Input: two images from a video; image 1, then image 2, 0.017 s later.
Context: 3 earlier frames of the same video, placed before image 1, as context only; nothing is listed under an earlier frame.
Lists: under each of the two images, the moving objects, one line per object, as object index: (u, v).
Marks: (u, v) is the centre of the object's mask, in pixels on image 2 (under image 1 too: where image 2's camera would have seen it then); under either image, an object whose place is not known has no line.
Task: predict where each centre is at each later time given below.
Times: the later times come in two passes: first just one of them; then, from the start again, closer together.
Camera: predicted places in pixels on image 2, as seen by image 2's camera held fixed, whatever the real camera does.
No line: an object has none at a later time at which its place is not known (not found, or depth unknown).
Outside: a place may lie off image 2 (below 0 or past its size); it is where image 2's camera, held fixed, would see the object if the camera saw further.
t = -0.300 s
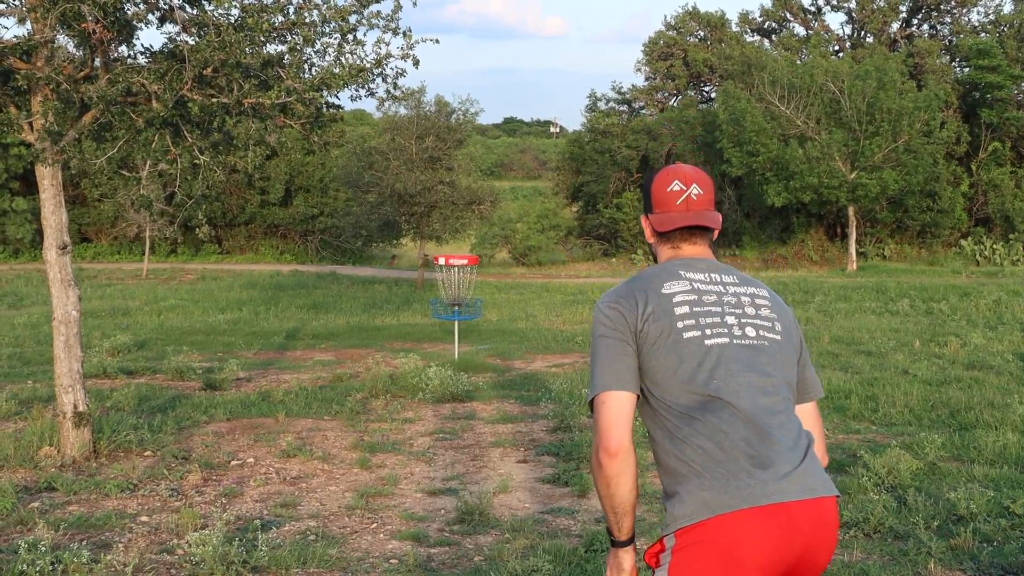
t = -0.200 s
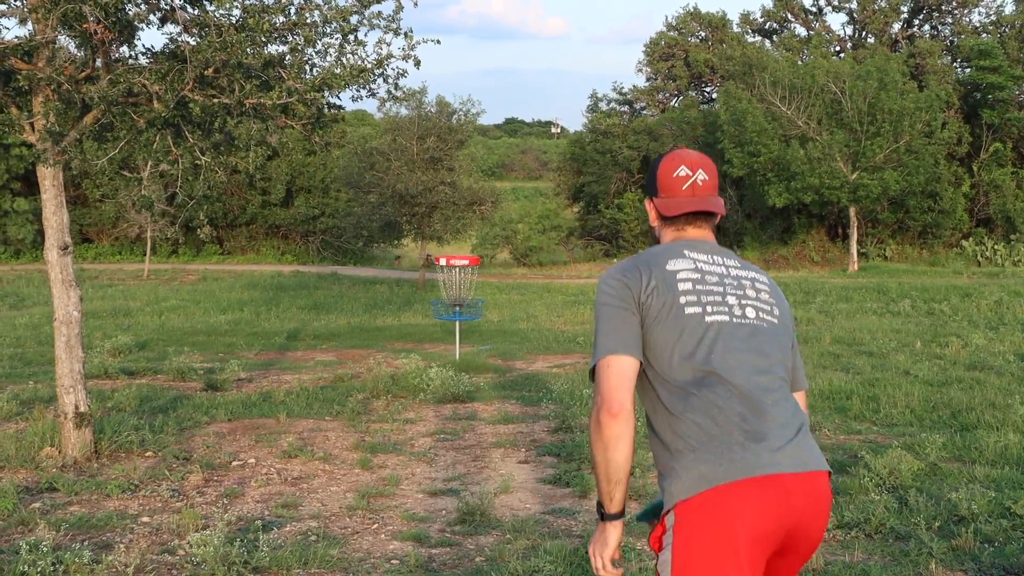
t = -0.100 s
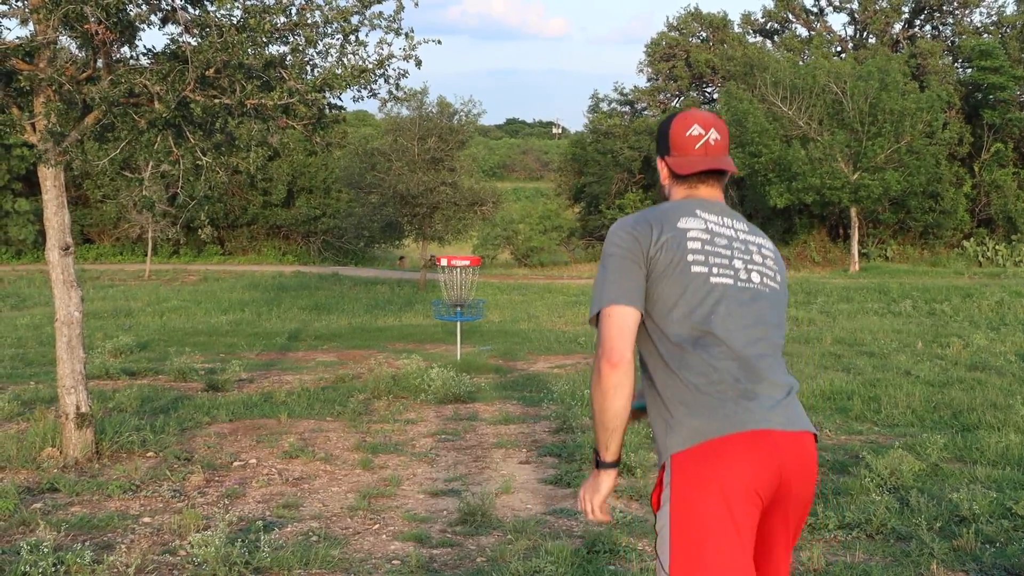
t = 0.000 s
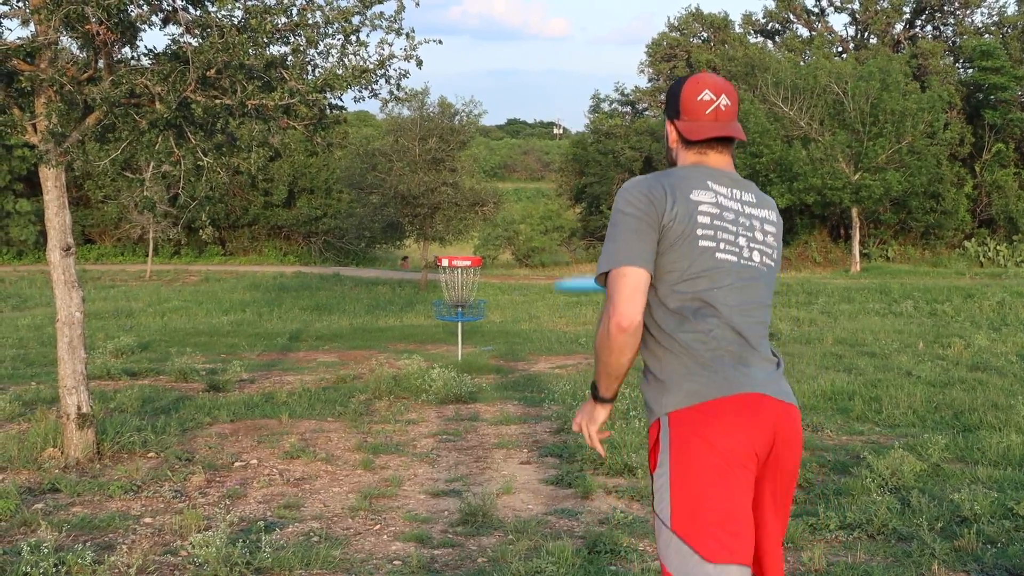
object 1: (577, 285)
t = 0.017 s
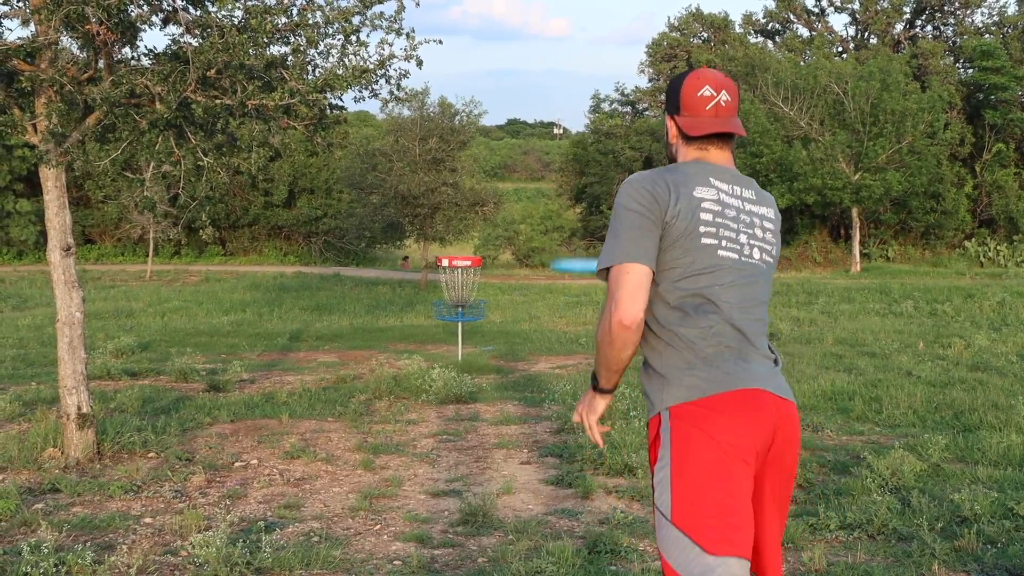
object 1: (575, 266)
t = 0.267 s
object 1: (542, 169)
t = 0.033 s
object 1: (576, 251)
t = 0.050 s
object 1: (576, 239)
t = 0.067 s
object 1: (573, 227)
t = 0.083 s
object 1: (569, 217)
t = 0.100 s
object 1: (566, 208)
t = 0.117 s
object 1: (563, 201)
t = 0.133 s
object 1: (560, 195)
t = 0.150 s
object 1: (558, 189)
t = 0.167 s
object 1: (555, 184)
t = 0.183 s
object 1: (553, 180)
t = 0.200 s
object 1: (550, 177)
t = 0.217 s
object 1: (548, 174)
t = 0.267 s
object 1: (542, 169)
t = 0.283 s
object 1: (540, 167)
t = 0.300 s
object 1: (539, 167)
